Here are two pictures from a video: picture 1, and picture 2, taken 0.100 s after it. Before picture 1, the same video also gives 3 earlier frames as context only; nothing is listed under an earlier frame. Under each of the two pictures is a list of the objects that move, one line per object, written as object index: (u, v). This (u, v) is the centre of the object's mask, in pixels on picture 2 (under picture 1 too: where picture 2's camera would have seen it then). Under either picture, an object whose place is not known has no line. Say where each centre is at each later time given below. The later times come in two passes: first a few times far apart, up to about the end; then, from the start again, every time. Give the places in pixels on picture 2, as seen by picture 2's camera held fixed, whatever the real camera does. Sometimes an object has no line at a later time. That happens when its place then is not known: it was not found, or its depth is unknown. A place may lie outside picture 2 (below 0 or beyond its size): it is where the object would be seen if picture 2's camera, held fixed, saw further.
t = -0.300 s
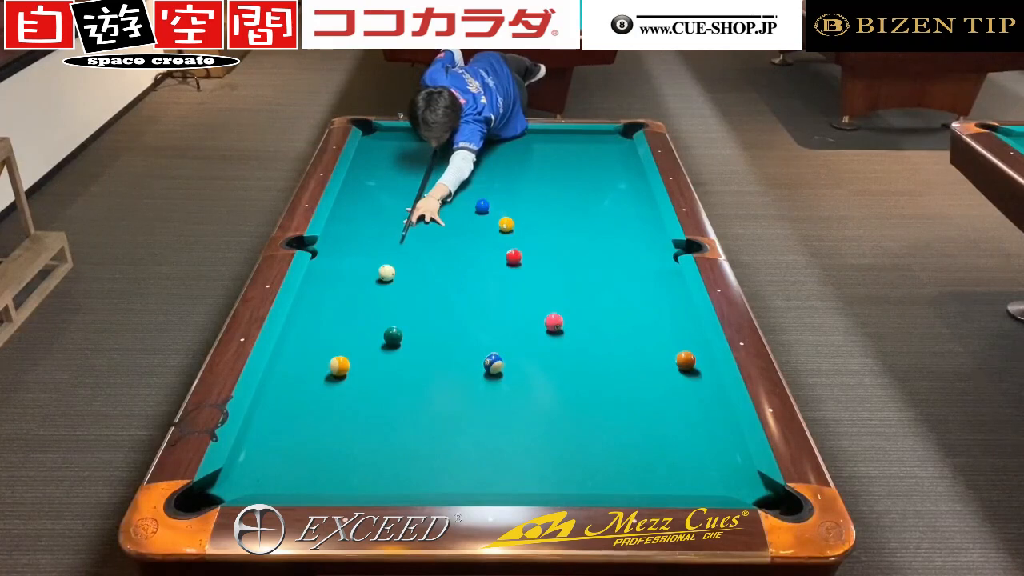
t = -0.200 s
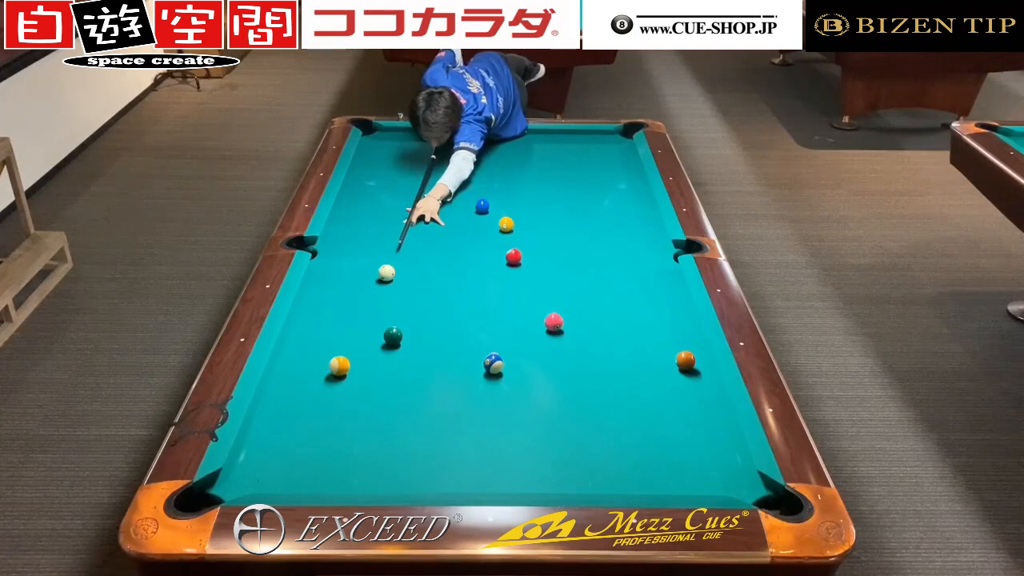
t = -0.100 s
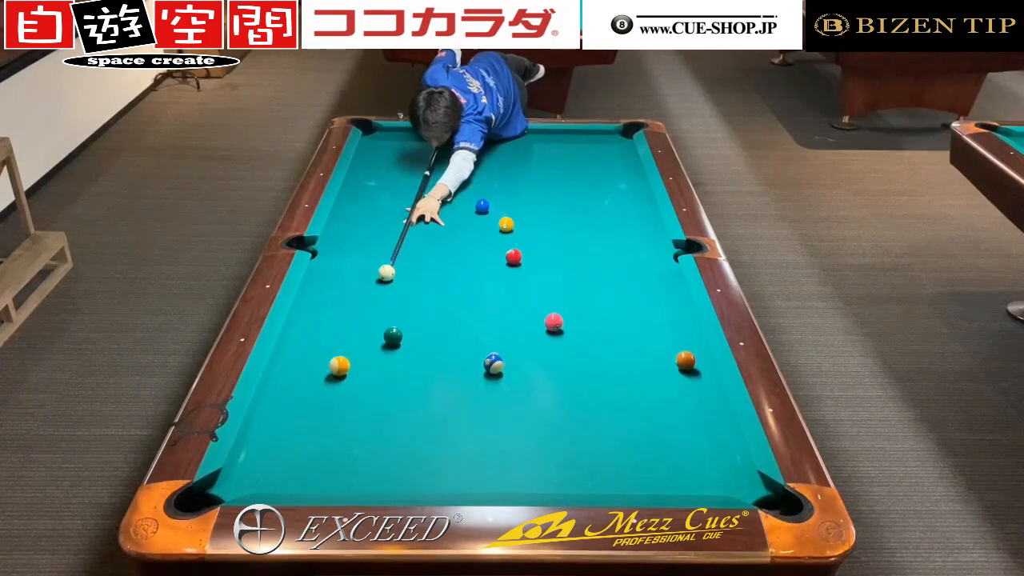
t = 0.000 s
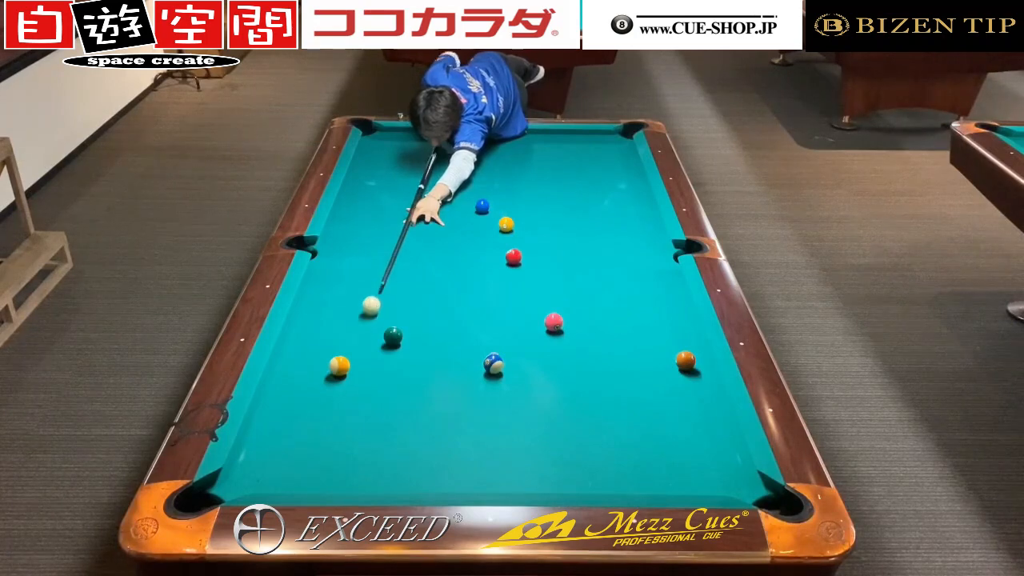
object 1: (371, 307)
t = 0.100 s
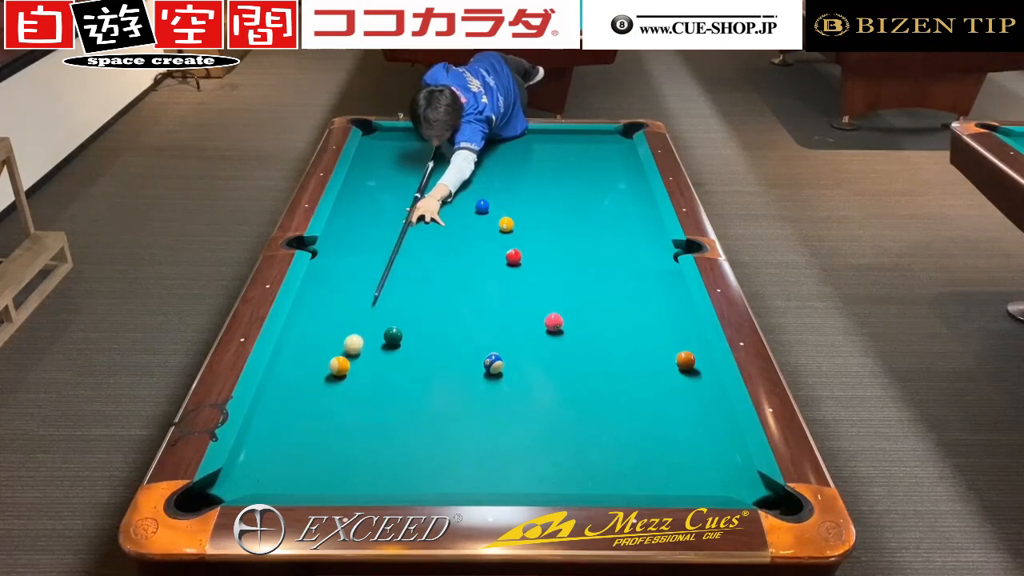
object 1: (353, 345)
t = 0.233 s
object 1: (363, 361)
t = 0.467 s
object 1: (382, 389)
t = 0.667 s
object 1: (397, 417)
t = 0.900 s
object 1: (416, 452)
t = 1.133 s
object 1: (438, 484)
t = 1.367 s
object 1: (464, 467)
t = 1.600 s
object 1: (488, 448)
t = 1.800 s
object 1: (506, 434)
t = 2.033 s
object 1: (526, 419)
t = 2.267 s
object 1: (544, 405)
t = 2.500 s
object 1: (560, 393)
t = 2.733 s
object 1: (575, 382)
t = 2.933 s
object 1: (586, 373)
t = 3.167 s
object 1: (598, 365)
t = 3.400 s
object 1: (609, 357)
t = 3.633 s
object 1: (618, 349)
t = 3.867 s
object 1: (627, 343)
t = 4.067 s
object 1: (634, 338)
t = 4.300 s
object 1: (641, 333)
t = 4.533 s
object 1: (647, 328)
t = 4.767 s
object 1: (652, 324)
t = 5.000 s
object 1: (657, 321)
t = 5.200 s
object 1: (660, 319)
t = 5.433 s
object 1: (663, 317)
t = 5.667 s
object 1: (666, 315)
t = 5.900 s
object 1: (668, 314)
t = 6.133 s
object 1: (669, 313)
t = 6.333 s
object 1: (669, 313)
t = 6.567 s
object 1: (669, 313)
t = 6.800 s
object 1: (669, 313)
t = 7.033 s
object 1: (669, 313)
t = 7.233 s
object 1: (669, 313)
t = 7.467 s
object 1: (669, 313)
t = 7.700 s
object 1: (669, 313)
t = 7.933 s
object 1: (669, 313)
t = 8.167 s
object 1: (669, 313)
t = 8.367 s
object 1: (669, 313)
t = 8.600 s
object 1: (669, 313)
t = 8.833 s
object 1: (669, 313)
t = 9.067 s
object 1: (669, 313)
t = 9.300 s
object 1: (669, 313)
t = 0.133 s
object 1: (350, 355)
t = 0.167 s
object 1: (354, 357)
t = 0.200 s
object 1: (359, 359)
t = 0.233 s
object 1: (363, 361)
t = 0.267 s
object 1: (366, 364)
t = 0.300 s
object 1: (369, 368)
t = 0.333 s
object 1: (372, 371)
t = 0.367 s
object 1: (374, 376)
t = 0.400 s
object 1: (377, 380)
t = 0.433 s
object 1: (379, 385)
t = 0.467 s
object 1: (382, 389)
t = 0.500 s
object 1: (384, 394)
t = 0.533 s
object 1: (386, 398)
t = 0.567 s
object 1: (389, 403)
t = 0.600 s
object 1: (391, 408)
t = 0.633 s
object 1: (394, 412)
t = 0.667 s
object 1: (397, 417)
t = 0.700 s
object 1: (400, 422)
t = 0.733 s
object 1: (402, 427)
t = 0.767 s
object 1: (405, 432)
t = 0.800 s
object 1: (408, 437)
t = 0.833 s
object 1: (410, 442)
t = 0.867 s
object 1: (413, 447)
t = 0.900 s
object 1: (416, 452)
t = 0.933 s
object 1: (419, 457)
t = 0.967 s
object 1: (422, 463)
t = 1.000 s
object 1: (425, 468)
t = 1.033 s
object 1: (428, 473)
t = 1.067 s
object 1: (431, 479)
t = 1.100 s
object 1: (434, 482)
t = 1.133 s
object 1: (438, 484)
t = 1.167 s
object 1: (442, 482)
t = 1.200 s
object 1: (445, 480)
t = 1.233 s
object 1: (449, 479)
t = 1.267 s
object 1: (453, 475)
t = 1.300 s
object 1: (457, 472)
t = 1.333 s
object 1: (460, 469)
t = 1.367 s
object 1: (464, 467)
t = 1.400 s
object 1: (468, 464)
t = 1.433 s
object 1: (471, 461)
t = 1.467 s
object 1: (475, 459)
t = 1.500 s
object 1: (478, 456)
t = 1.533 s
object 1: (481, 453)
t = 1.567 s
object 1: (485, 451)
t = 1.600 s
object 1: (488, 448)
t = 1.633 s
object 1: (491, 446)
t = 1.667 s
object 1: (494, 443)
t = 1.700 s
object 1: (497, 441)
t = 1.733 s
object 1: (501, 438)
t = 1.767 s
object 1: (504, 436)
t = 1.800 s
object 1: (506, 434)
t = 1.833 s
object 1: (509, 432)
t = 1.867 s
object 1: (512, 429)
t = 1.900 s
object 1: (515, 427)
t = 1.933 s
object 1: (518, 425)
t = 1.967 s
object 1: (521, 423)
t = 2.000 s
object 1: (523, 421)
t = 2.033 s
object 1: (526, 419)
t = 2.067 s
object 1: (529, 417)
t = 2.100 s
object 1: (531, 415)
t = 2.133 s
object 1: (534, 413)
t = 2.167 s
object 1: (536, 411)
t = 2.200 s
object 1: (539, 409)
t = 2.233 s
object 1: (541, 407)
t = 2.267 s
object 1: (544, 405)
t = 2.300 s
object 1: (546, 404)
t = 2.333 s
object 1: (548, 401)
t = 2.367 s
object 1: (551, 400)
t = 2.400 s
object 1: (553, 398)
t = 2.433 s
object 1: (556, 396)
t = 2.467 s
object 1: (558, 395)
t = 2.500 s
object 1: (560, 393)
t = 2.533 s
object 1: (562, 391)
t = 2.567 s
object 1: (565, 390)
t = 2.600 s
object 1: (566, 388)
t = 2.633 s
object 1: (569, 387)
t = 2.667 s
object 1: (571, 385)
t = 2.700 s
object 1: (573, 384)
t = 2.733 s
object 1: (575, 382)
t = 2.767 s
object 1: (576, 381)
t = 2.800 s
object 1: (578, 379)
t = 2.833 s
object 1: (580, 378)
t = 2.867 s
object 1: (582, 376)
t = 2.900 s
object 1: (584, 375)
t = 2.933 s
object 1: (586, 373)
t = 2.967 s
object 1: (587, 372)
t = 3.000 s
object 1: (589, 371)
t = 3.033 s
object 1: (591, 370)
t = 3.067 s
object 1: (593, 368)
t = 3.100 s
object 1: (594, 367)
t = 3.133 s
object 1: (596, 366)
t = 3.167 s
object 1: (598, 365)
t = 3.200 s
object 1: (599, 363)
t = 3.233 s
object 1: (601, 362)
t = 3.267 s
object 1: (602, 361)
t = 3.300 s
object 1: (604, 360)
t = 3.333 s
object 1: (605, 359)
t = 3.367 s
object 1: (607, 357)
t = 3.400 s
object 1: (609, 357)
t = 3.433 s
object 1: (610, 355)
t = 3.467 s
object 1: (611, 354)
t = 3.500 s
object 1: (613, 353)
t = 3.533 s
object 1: (614, 352)
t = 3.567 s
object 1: (616, 351)
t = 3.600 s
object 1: (617, 350)
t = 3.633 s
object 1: (618, 349)
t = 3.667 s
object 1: (620, 348)
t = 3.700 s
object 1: (621, 347)
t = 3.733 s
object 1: (622, 346)
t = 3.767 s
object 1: (624, 345)
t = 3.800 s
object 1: (625, 344)
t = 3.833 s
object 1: (626, 344)
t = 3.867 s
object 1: (627, 343)
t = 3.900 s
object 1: (629, 342)
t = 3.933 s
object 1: (630, 341)
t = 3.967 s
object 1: (631, 340)
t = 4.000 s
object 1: (632, 340)
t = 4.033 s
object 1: (633, 339)
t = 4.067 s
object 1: (634, 338)
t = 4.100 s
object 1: (635, 337)
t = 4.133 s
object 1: (636, 336)
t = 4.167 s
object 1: (637, 336)
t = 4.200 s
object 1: (638, 335)
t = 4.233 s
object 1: (639, 334)
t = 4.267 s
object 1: (640, 333)
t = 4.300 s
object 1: (641, 333)
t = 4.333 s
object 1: (642, 332)
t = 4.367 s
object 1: (643, 331)
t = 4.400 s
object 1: (644, 331)
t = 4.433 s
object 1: (645, 330)
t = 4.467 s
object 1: (646, 329)
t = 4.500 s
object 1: (646, 329)
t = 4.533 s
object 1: (647, 328)
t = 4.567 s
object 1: (648, 328)
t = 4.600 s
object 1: (648, 327)
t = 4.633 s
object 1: (650, 326)
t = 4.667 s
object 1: (650, 326)
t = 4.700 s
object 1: (651, 325)
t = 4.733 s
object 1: (651, 325)
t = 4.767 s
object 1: (652, 324)
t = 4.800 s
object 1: (653, 324)
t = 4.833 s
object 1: (654, 323)
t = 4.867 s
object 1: (654, 323)
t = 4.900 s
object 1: (655, 322)
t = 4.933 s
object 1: (655, 322)
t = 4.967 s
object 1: (656, 322)
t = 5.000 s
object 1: (657, 321)
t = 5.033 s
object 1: (657, 321)
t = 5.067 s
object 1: (658, 320)
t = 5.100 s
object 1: (658, 320)
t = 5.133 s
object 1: (659, 320)
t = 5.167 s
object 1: (659, 319)
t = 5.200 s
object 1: (660, 319)
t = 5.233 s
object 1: (660, 318)
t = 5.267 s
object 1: (661, 318)
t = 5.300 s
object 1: (661, 318)
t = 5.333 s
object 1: (662, 318)
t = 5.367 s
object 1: (662, 317)
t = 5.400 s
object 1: (663, 317)
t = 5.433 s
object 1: (663, 317)
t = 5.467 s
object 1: (664, 317)
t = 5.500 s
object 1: (664, 316)
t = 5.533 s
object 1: (664, 316)
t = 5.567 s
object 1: (665, 316)
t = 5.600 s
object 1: (665, 316)
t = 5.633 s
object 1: (666, 315)
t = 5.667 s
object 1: (666, 315)
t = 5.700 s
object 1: (666, 315)
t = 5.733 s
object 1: (666, 315)
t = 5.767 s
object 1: (667, 314)
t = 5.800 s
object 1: (667, 314)
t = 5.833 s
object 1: (667, 314)
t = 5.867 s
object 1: (667, 314)
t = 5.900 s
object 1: (668, 314)
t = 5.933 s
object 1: (668, 313)
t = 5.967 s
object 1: (668, 313)
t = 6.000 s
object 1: (668, 313)
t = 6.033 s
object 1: (668, 313)
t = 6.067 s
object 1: (669, 313)
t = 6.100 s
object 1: (669, 313)
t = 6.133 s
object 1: (669, 313)
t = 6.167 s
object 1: (669, 313)
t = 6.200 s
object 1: (669, 313)
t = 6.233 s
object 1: (669, 313)
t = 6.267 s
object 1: (669, 313)
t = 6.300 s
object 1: (669, 313)
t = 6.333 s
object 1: (669, 313)
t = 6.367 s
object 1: (669, 313)
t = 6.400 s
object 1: (669, 313)
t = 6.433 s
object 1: (669, 313)
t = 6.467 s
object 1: (669, 313)
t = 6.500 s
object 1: (669, 313)
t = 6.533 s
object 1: (669, 313)
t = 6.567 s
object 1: (669, 313)
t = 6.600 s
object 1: (669, 313)
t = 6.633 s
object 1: (669, 313)
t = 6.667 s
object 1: (669, 313)
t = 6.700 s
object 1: (669, 313)
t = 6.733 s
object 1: (669, 313)
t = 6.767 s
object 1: (669, 313)
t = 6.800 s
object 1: (669, 313)
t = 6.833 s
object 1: (669, 313)
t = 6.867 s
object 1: (669, 313)
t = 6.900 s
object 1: (669, 313)
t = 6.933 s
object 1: (669, 313)
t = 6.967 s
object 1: (669, 313)
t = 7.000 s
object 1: (669, 313)
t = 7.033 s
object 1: (669, 313)
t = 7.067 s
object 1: (669, 313)
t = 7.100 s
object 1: (669, 313)
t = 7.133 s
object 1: (669, 313)
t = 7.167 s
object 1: (669, 313)
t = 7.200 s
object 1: (669, 313)
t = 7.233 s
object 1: (669, 313)
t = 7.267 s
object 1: (669, 313)
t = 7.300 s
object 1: (669, 313)
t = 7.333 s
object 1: (669, 313)
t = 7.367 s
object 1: (669, 313)
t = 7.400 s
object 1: (669, 313)
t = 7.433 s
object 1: (669, 313)
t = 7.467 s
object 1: (669, 313)
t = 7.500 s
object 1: (669, 313)
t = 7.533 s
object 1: (669, 313)
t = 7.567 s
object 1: (669, 313)
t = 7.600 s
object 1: (669, 313)
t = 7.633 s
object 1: (669, 313)
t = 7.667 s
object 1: (669, 313)
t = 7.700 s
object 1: (669, 313)
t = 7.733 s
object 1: (669, 313)
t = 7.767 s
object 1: (669, 313)
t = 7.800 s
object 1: (669, 313)
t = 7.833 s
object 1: (669, 313)
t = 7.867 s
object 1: (669, 313)
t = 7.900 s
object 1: (669, 313)
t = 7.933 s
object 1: (669, 313)
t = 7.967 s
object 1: (669, 313)
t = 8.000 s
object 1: (669, 313)
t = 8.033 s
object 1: (669, 313)
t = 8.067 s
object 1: (669, 313)
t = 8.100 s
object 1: (669, 313)
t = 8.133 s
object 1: (669, 313)
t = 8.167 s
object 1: (669, 313)
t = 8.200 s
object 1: (669, 313)
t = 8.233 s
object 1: (669, 313)
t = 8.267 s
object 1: (669, 313)
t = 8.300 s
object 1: (669, 313)
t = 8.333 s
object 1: (669, 313)
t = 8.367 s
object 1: (669, 313)
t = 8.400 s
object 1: (669, 313)
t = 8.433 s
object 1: (669, 313)
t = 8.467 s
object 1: (669, 313)
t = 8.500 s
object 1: (669, 313)
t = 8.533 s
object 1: (669, 313)
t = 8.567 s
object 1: (669, 313)
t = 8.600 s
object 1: (669, 313)
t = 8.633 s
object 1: (669, 313)
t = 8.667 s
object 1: (669, 313)
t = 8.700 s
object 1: (669, 313)
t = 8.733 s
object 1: (669, 313)
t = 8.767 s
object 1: (669, 313)
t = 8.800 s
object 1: (669, 313)
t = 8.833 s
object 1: (669, 313)
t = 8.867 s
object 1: (669, 313)
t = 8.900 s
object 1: (669, 313)
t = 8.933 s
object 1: (669, 313)
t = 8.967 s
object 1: (669, 313)
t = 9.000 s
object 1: (669, 313)
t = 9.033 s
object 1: (669, 313)
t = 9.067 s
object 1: (669, 313)
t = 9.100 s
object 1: (669, 313)
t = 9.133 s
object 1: (669, 313)
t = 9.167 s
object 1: (669, 313)
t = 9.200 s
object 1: (669, 313)
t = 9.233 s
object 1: (669, 313)
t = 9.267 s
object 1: (669, 313)
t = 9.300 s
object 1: (669, 313)
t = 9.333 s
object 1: (669, 313)
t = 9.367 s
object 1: (669, 313)
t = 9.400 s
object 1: (669, 313)
